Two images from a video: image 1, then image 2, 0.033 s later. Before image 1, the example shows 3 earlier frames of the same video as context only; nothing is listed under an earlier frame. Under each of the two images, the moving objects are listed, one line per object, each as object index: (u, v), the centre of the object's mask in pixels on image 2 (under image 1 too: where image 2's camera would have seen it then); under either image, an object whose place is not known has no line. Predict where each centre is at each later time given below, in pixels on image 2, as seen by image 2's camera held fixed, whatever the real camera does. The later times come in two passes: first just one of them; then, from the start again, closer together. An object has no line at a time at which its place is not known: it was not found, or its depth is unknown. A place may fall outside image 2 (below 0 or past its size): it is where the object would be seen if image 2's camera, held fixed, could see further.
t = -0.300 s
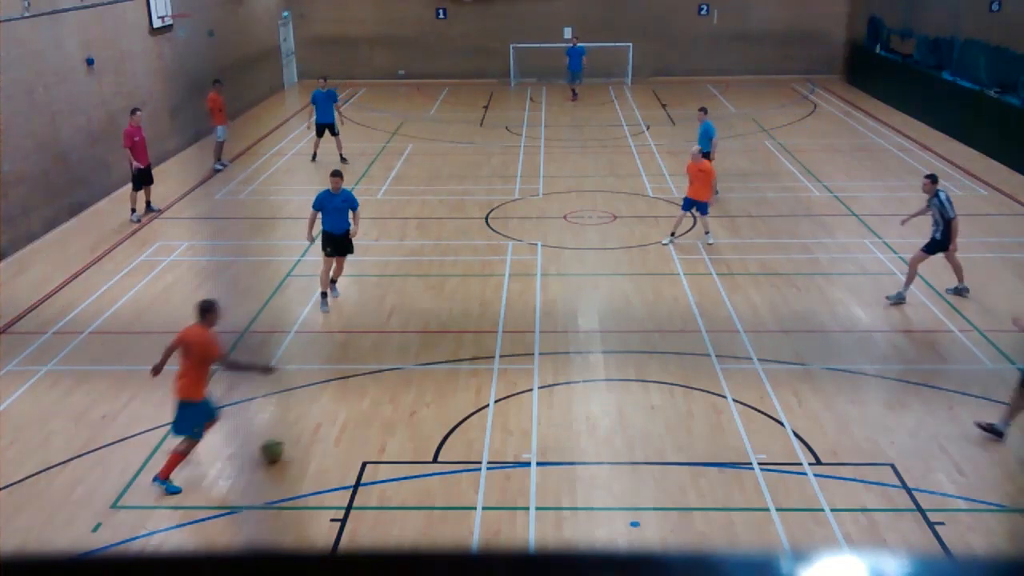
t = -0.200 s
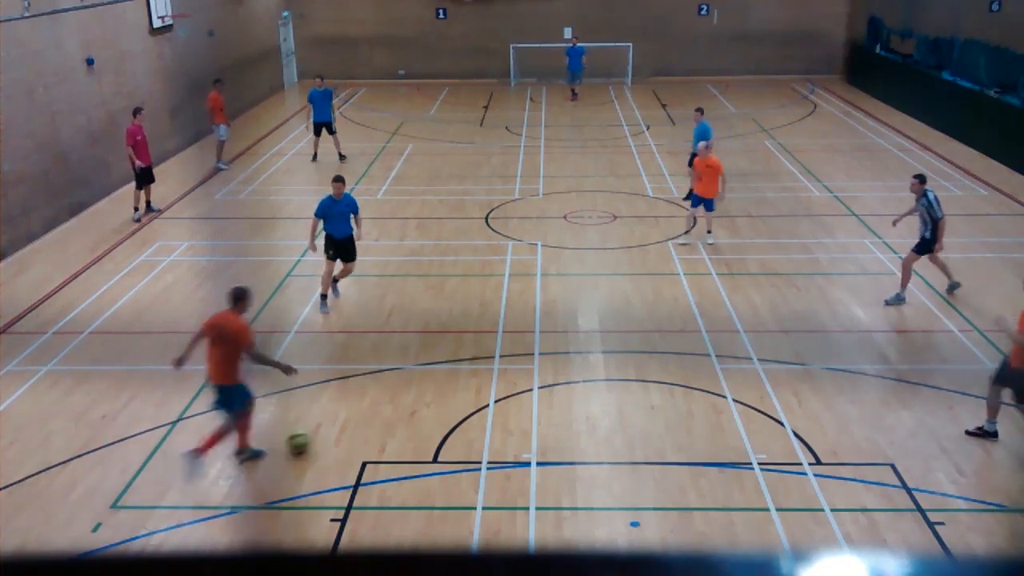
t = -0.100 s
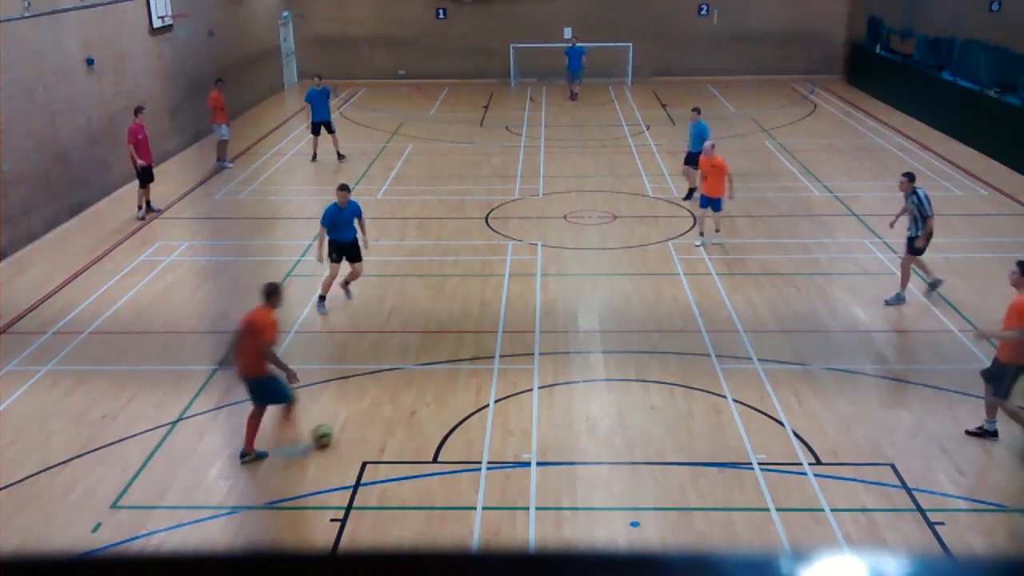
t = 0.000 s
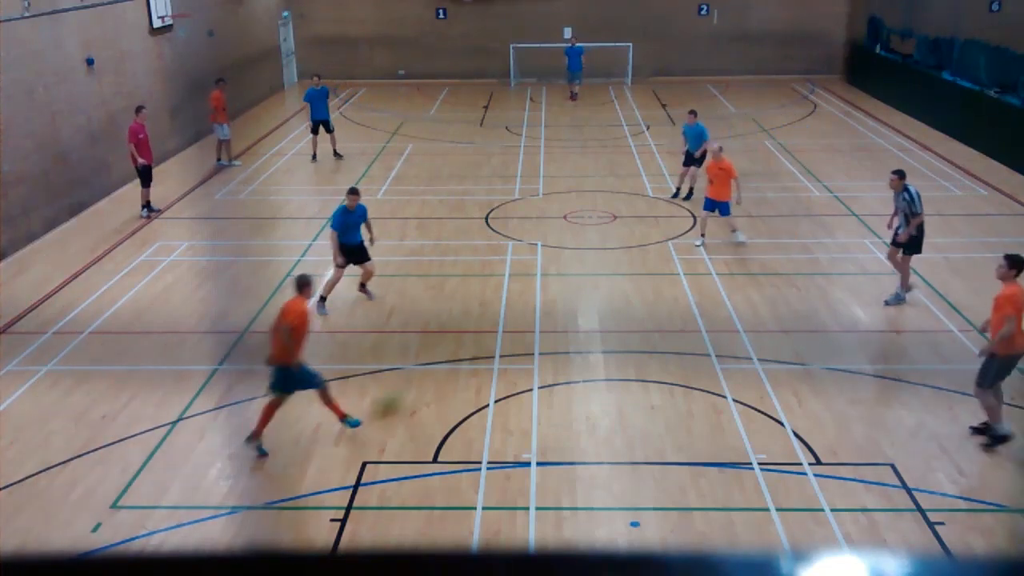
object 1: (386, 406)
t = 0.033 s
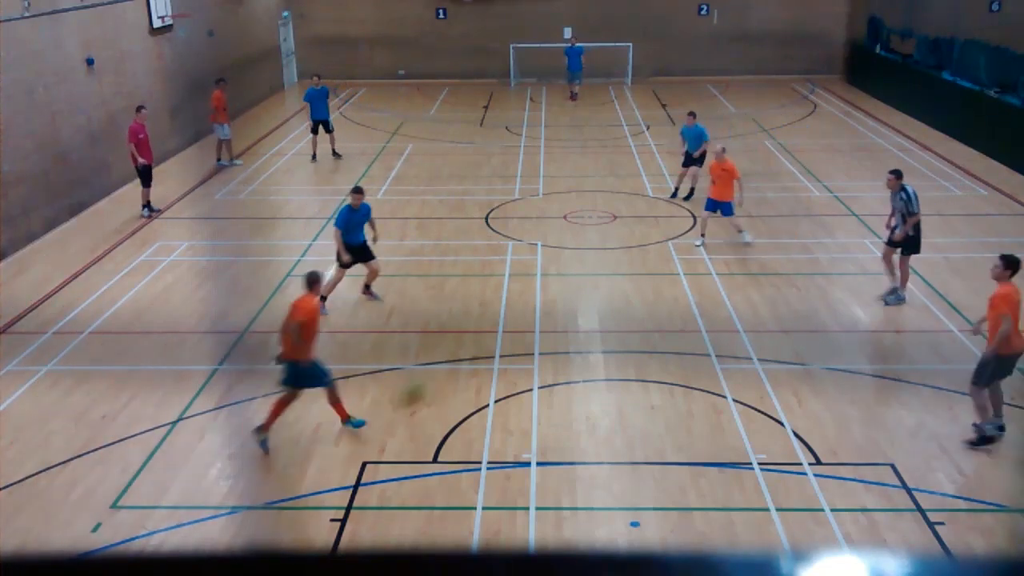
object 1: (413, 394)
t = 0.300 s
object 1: (560, 319)
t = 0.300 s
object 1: (560, 319)
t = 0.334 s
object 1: (574, 312)
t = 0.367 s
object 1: (588, 304)
